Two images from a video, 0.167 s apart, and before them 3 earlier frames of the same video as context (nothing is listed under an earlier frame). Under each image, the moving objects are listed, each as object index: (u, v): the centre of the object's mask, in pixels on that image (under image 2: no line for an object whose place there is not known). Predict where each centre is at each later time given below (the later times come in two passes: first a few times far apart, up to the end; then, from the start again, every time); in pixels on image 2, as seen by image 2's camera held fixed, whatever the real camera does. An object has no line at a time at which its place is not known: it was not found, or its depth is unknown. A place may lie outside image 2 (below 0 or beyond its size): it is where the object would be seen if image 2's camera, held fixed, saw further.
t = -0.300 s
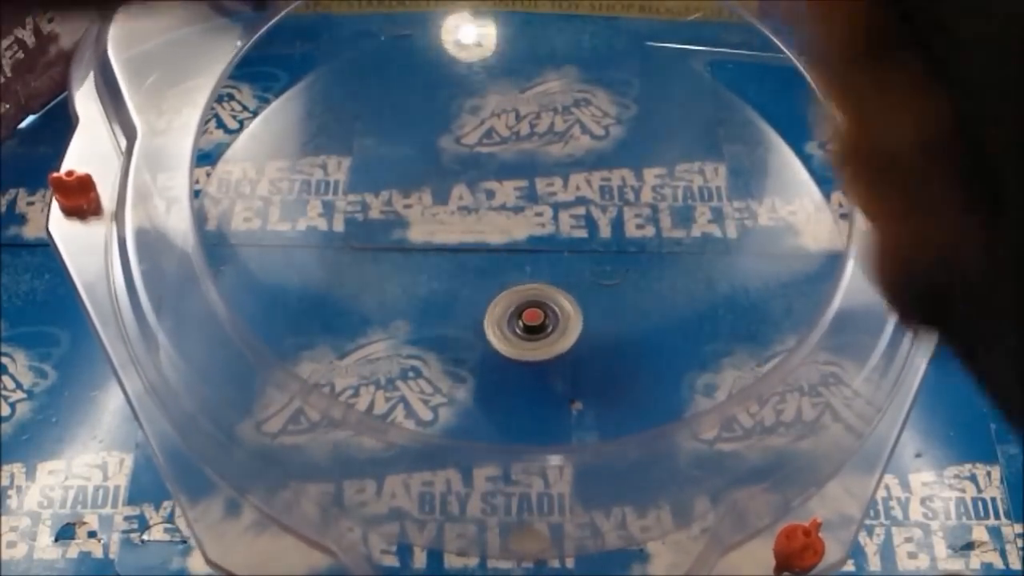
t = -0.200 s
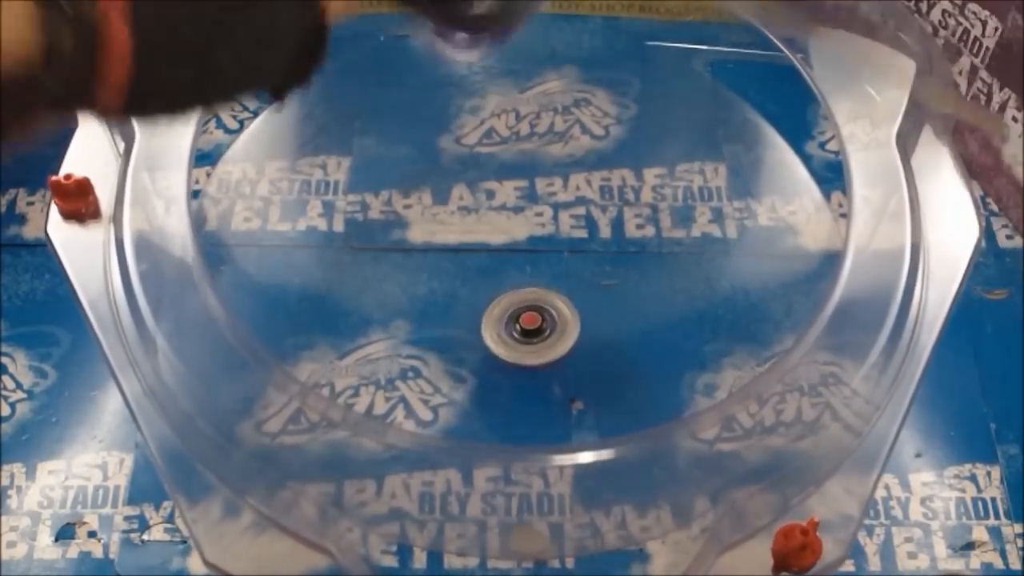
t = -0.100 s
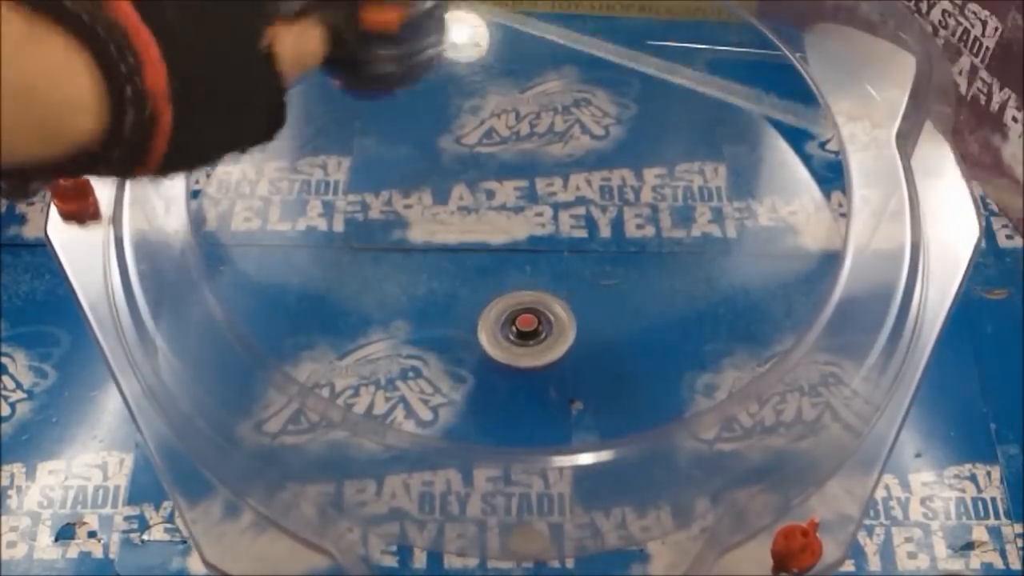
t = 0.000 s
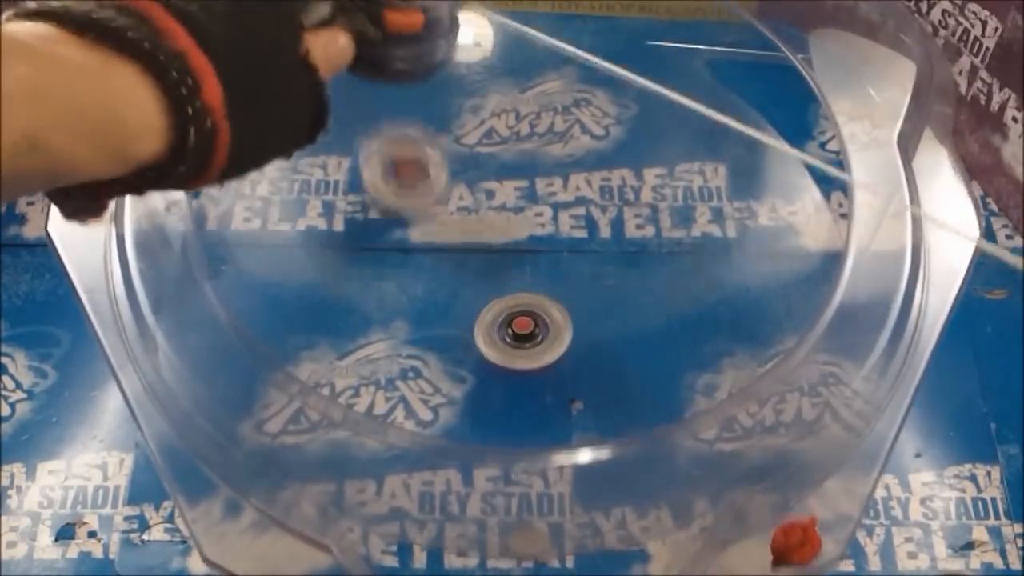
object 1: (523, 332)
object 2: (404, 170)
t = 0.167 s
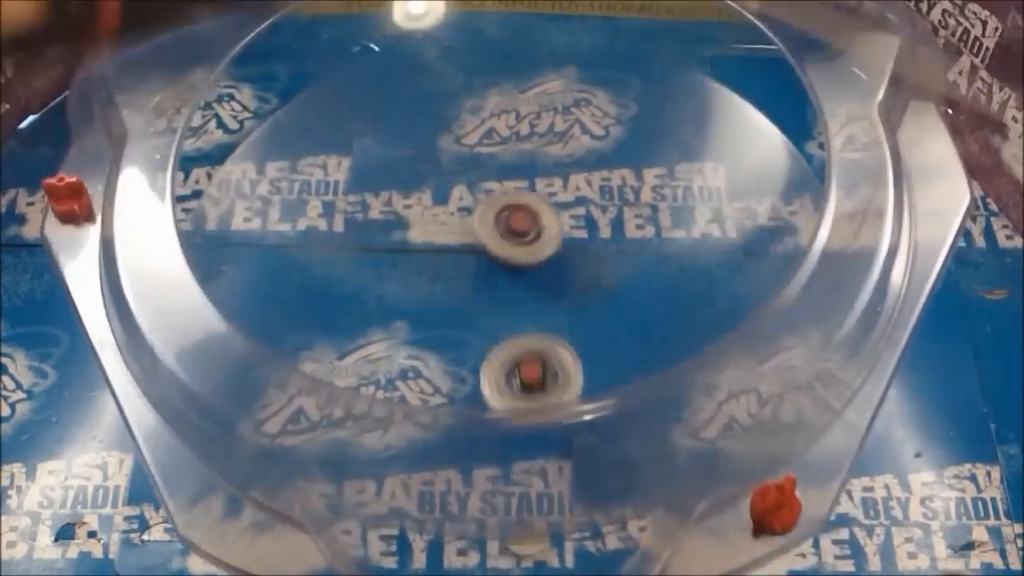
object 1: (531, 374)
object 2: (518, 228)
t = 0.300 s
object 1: (529, 416)
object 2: (531, 183)
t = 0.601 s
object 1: (625, 413)
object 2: (415, 219)
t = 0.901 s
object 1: (626, 437)
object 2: (412, 307)
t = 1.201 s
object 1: (654, 265)
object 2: (557, 400)
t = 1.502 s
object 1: (471, 265)
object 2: (643, 184)
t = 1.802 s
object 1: (528, 347)
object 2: (336, 216)
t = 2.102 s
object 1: (609, 423)
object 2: (406, 413)
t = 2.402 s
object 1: (511, 314)
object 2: (764, 344)
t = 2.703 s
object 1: (561, 284)
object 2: (559, 117)
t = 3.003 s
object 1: (510, 255)
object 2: (372, 402)
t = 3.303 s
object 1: (455, 325)
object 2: (710, 357)
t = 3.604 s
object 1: (555, 331)
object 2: (483, 182)
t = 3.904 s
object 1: (521, 288)
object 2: (369, 404)
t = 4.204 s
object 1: (489, 352)
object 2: (656, 345)
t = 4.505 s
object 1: (542, 334)
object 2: (409, 193)
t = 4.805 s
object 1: (503, 313)
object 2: (463, 427)
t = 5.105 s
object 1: (476, 303)
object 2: (611, 258)
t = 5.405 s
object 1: (495, 304)
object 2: (389, 212)
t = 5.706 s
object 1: (502, 290)
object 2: (518, 398)
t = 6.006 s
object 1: (507, 300)
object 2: (623, 247)
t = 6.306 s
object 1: (517, 288)
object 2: (403, 283)
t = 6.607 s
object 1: (531, 326)
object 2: (565, 412)
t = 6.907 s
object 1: (504, 328)
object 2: (617, 256)
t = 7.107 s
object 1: (511, 328)
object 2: (442, 246)
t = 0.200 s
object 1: (532, 386)
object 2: (526, 213)
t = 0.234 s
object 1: (533, 401)
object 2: (532, 198)
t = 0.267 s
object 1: (532, 412)
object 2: (533, 190)
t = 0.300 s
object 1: (529, 416)
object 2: (531, 183)
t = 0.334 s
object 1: (527, 411)
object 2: (525, 181)
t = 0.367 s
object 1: (527, 402)
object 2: (517, 184)
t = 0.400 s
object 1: (527, 390)
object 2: (507, 190)
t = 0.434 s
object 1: (528, 377)
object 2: (494, 206)
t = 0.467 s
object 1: (529, 364)
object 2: (480, 226)
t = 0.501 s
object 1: (530, 352)
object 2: (467, 249)
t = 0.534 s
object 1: (531, 342)
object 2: (464, 276)
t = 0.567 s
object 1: (576, 381)
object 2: (442, 255)
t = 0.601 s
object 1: (625, 413)
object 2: (415, 219)
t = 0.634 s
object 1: (662, 429)
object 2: (398, 189)
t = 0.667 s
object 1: (694, 438)
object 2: (386, 170)
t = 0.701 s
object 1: (713, 448)
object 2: (374, 158)
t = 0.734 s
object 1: (719, 452)
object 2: (367, 157)
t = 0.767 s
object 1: (716, 460)
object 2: (364, 166)
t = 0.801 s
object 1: (702, 465)
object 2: (362, 188)
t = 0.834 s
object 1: (682, 463)
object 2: (366, 222)
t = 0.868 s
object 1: (656, 452)
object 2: (383, 262)
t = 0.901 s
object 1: (626, 437)
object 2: (412, 307)
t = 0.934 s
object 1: (598, 415)
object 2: (458, 354)
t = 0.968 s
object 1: (596, 388)
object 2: (481, 385)
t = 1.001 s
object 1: (627, 362)
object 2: (476, 395)
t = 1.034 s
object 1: (653, 343)
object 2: (475, 406)
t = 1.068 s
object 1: (668, 318)
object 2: (482, 412)
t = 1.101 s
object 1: (675, 298)
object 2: (495, 415)
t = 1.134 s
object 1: (675, 282)
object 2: (513, 414)
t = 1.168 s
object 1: (667, 270)
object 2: (535, 408)
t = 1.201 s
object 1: (654, 265)
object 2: (557, 400)
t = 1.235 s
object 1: (635, 264)
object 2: (582, 385)
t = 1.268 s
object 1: (612, 263)
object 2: (605, 365)
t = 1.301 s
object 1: (586, 265)
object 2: (625, 345)
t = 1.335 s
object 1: (561, 266)
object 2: (642, 318)
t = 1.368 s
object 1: (537, 266)
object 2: (656, 291)
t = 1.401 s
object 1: (517, 266)
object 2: (663, 265)
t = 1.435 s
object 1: (499, 266)
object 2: (665, 237)
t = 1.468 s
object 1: (484, 265)
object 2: (659, 211)
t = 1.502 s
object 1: (471, 265)
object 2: (643, 184)
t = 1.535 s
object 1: (461, 266)
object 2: (620, 163)
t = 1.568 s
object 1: (454, 269)
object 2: (594, 149)
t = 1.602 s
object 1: (449, 273)
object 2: (563, 143)
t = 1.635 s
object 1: (449, 278)
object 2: (525, 144)
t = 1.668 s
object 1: (451, 282)
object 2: (487, 160)
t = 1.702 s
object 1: (456, 287)
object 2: (444, 186)
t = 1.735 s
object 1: (461, 291)
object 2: (414, 213)
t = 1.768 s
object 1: (487, 313)
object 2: (379, 223)
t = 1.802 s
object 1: (528, 347)
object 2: (336, 216)
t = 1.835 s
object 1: (568, 397)
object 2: (299, 211)
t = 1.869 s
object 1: (596, 411)
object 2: (274, 213)
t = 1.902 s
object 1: (618, 421)
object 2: (260, 222)
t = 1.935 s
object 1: (639, 447)
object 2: (254, 238)
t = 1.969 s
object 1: (646, 450)
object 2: (263, 266)
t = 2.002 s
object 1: (645, 454)
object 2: (284, 298)
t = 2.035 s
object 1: (636, 449)
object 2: (314, 337)
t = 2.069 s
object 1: (623, 437)
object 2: (353, 375)
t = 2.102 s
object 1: (609, 423)
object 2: (406, 413)
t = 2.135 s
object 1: (592, 403)
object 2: (467, 442)
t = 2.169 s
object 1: (574, 381)
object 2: (521, 454)
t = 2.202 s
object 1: (556, 361)
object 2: (578, 459)
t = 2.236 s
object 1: (541, 343)
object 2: (624, 456)
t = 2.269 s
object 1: (529, 329)
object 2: (664, 446)
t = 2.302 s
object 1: (520, 319)
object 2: (699, 430)
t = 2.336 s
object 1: (513, 313)
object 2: (729, 403)
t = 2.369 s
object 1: (511, 312)
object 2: (753, 373)
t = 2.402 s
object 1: (511, 314)
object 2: (764, 344)
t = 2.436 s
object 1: (513, 316)
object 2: (767, 305)
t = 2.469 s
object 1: (516, 317)
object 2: (764, 271)
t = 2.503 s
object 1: (521, 316)
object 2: (753, 240)
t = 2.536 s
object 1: (527, 313)
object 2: (737, 209)
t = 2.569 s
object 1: (535, 309)
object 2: (712, 180)
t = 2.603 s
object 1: (543, 304)
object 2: (683, 156)
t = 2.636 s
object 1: (551, 298)
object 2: (650, 137)
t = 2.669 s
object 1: (557, 291)
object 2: (608, 123)
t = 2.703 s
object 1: (561, 284)
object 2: (559, 117)
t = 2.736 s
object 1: (564, 274)
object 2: (510, 121)
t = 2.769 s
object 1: (568, 267)
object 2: (464, 136)
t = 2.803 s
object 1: (569, 260)
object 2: (422, 161)
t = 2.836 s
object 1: (566, 254)
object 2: (390, 193)
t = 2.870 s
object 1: (560, 249)
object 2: (362, 234)
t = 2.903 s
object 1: (550, 246)
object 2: (347, 278)
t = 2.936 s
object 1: (538, 246)
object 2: (344, 322)
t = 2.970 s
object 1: (525, 249)
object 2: (354, 366)
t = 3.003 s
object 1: (510, 255)
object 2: (372, 402)
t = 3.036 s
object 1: (496, 260)
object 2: (403, 429)
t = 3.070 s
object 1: (481, 264)
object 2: (439, 451)
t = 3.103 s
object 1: (466, 275)
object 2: (479, 458)
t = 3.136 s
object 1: (455, 283)
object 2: (527, 459)
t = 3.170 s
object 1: (447, 291)
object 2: (573, 452)
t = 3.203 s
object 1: (444, 299)
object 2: (616, 436)
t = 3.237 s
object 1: (444, 307)
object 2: (651, 417)
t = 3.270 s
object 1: (448, 316)
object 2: (687, 388)
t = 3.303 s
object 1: (455, 325)
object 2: (710, 357)
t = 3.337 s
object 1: (466, 335)
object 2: (722, 318)
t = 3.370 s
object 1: (479, 343)
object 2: (720, 283)
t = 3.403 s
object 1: (492, 350)
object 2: (706, 251)
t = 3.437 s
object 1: (504, 353)
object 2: (682, 222)
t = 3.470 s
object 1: (515, 354)
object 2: (654, 198)
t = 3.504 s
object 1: (526, 352)
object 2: (615, 183)
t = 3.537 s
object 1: (536, 349)
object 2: (575, 177)
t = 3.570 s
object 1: (546, 341)
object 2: (528, 177)
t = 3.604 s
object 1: (555, 331)
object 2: (483, 182)
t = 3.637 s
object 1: (561, 320)
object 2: (439, 195)
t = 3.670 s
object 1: (563, 310)
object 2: (400, 211)
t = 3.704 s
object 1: (561, 301)
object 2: (366, 234)
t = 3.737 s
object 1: (557, 294)
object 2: (342, 262)
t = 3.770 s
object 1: (551, 290)
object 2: (327, 288)
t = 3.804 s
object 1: (544, 287)
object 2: (321, 318)
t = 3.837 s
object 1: (536, 285)
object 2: (326, 348)
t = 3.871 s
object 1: (528, 286)
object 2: (341, 377)
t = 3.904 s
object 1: (521, 288)
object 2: (369, 404)
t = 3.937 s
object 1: (513, 292)
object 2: (402, 428)
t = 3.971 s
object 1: (504, 299)
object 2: (442, 446)
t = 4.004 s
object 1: (497, 306)
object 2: (483, 456)
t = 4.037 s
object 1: (492, 314)
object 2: (528, 457)
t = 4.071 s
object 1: (487, 323)
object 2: (573, 446)
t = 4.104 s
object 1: (485, 333)
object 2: (610, 428)
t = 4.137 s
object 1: (484, 341)
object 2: (634, 404)
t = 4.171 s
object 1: (485, 348)
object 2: (651, 376)
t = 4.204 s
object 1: (489, 352)
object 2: (656, 345)
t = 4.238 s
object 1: (494, 355)
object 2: (652, 315)
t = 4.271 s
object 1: (503, 356)
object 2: (638, 287)
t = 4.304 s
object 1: (514, 356)
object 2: (619, 263)
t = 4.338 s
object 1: (526, 355)
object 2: (591, 239)
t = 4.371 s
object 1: (535, 352)
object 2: (560, 218)
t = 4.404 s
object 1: (542, 349)
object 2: (519, 201)
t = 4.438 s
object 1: (544, 344)
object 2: (481, 192)
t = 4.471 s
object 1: (544, 339)
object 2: (441, 189)
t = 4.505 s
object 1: (542, 334)
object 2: (409, 193)
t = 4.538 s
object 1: (539, 330)
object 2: (381, 204)
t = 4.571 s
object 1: (535, 327)
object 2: (356, 225)
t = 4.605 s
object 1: (530, 324)
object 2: (338, 254)
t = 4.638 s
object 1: (526, 322)
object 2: (330, 286)
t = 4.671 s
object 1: (521, 320)
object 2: (332, 323)
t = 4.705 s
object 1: (515, 318)
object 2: (348, 362)
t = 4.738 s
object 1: (510, 317)
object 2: (379, 393)
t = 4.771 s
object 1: (507, 315)
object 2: (420, 417)
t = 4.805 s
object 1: (503, 313)
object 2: (463, 427)
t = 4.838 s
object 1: (500, 311)
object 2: (505, 428)
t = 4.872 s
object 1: (497, 309)
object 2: (544, 418)
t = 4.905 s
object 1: (494, 307)
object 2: (576, 401)
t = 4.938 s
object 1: (488, 306)
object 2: (599, 380)
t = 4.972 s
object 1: (483, 304)
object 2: (616, 354)
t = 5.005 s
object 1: (479, 303)
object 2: (623, 330)
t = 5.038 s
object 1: (477, 302)
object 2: (626, 303)
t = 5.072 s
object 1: (476, 302)
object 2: (621, 279)
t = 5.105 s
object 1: (476, 303)
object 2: (611, 258)
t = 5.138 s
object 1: (479, 304)
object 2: (597, 236)
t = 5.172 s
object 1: (482, 305)
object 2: (579, 217)
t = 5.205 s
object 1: (487, 306)
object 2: (558, 201)
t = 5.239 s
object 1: (490, 306)
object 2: (533, 190)
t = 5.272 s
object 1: (493, 306)
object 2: (507, 184)
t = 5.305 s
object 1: (494, 306)
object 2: (478, 183)
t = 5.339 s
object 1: (495, 305)
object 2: (446, 186)
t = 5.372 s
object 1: (495, 305)
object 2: (417, 196)
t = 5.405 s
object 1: (495, 304)
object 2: (389, 212)
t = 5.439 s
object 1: (495, 303)
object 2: (365, 237)
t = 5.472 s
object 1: (495, 303)
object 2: (356, 264)
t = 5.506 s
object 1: (496, 301)
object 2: (354, 289)
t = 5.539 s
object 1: (496, 300)
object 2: (362, 317)
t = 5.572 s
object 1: (496, 298)
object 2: (383, 344)
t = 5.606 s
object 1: (497, 297)
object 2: (412, 366)
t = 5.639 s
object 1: (498, 294)
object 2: (446, 384)
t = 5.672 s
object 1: (500, 292)
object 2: (481, 393)
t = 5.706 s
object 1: (502, 290)
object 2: (518, 398)
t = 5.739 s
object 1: (503, 289)
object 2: (552, 395)
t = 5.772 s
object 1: (505, 289)
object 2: (584, 387)
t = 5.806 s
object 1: (506, 290)
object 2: (610, 373)
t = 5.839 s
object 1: (506, 292)
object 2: (629, 355)
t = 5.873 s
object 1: (506, 296)
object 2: (641, 334)
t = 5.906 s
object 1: (506, 298)
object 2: (646, 311)
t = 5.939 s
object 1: (506, 300)
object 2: (644, 288)
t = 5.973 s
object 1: (507, 301)
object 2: (636, 268)
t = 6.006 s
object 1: (507, 300)
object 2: (623, 247)
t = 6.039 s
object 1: (507, 299)
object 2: (605, 229)
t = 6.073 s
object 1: (507, 297)
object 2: (578, 214)
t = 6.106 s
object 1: (507, 295)
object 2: (552, 204)
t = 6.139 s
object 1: (507, 293)
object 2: (523, 202)
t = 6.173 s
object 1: (510, 292)
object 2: (491, 206)
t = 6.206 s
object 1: (511, 290)
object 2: (463, 218)
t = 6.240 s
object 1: (514, 289)
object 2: (439, 236)
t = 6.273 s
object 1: (515, 287)
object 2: (418, 258)
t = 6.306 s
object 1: (517, 288)
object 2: (403, 283)
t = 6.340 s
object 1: (518, 291)
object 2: (396, 309)
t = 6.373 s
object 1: (520, 294)
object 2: (397, 335)
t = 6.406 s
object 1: (522, 299)
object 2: (407, 359)
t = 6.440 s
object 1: (523, 304)
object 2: (423, 380)
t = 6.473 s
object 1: (524, 309)
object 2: (448, 397)
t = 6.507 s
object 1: (526, 314)
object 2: (475, 408)
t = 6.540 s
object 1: (527, 318)
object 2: (503, 414)
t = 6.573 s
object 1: (529, 322)
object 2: (534, 415)
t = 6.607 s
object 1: (531, 326)
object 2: (565, 412)
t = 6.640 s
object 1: (534, 330)
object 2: (593, 402)
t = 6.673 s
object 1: (537, 333)
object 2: (615, 388)
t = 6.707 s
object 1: (538, 335)
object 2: (634, 371)
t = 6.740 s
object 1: (528, 331)
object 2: (653, 353)
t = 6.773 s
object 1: (521, 328)
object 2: (663, 333)
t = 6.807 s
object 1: (517, 326)
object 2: (662, 312)
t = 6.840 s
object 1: (512, 326)
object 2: (653, 292)
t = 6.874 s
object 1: (507, 327)
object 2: (637, 273)
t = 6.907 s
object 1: (504, 328)
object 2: (617, 256)
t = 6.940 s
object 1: (503, 328)
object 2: (589, 241)
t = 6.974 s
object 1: (503, 328)
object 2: (562, 231)
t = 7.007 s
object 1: (505, 328)
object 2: (528, 226)
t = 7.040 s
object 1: (507, 328)
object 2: (498, 226)
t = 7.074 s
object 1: (509, 328)
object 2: (470, 234)
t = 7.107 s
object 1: (511, 328)
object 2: (442, 246)
